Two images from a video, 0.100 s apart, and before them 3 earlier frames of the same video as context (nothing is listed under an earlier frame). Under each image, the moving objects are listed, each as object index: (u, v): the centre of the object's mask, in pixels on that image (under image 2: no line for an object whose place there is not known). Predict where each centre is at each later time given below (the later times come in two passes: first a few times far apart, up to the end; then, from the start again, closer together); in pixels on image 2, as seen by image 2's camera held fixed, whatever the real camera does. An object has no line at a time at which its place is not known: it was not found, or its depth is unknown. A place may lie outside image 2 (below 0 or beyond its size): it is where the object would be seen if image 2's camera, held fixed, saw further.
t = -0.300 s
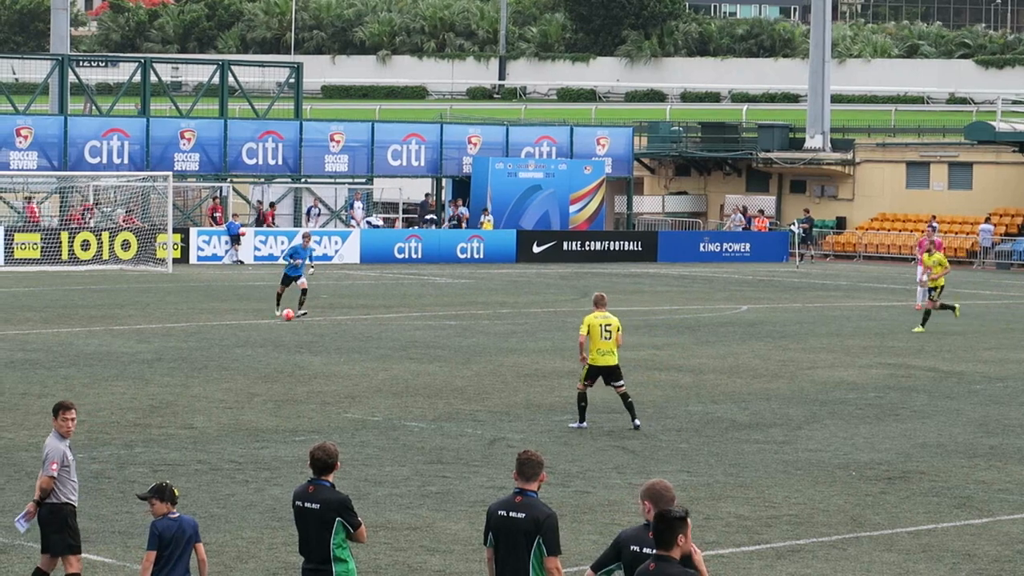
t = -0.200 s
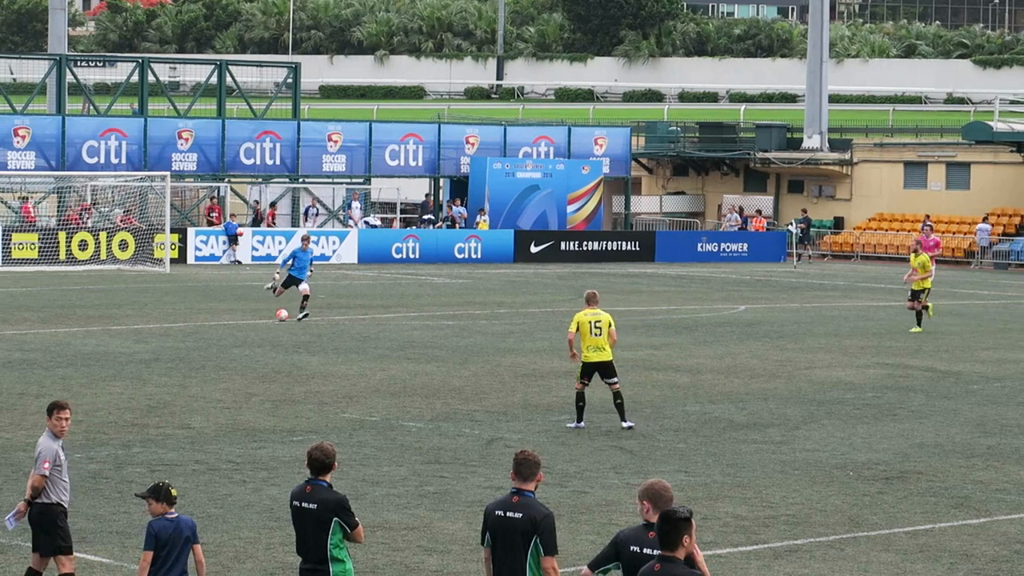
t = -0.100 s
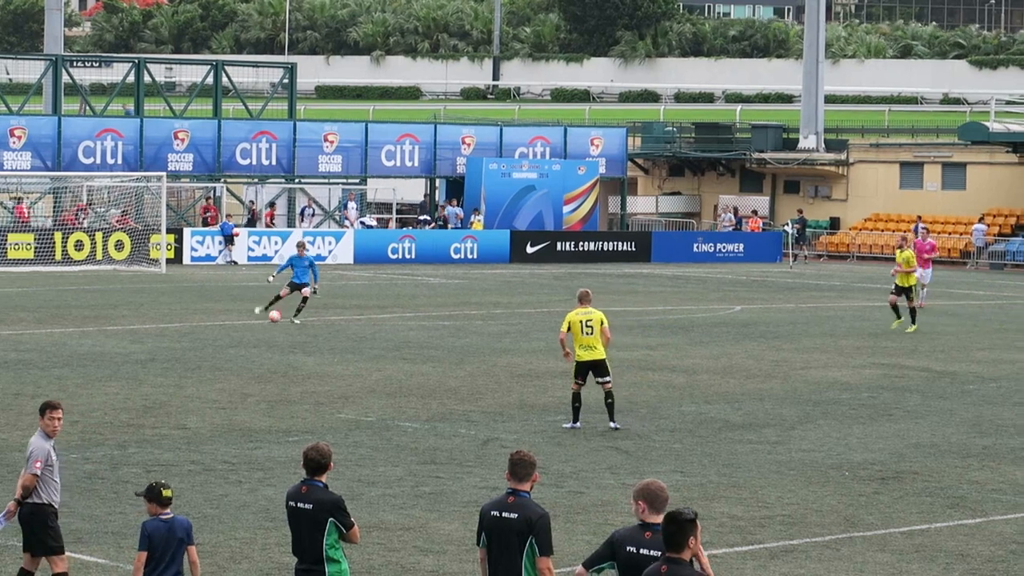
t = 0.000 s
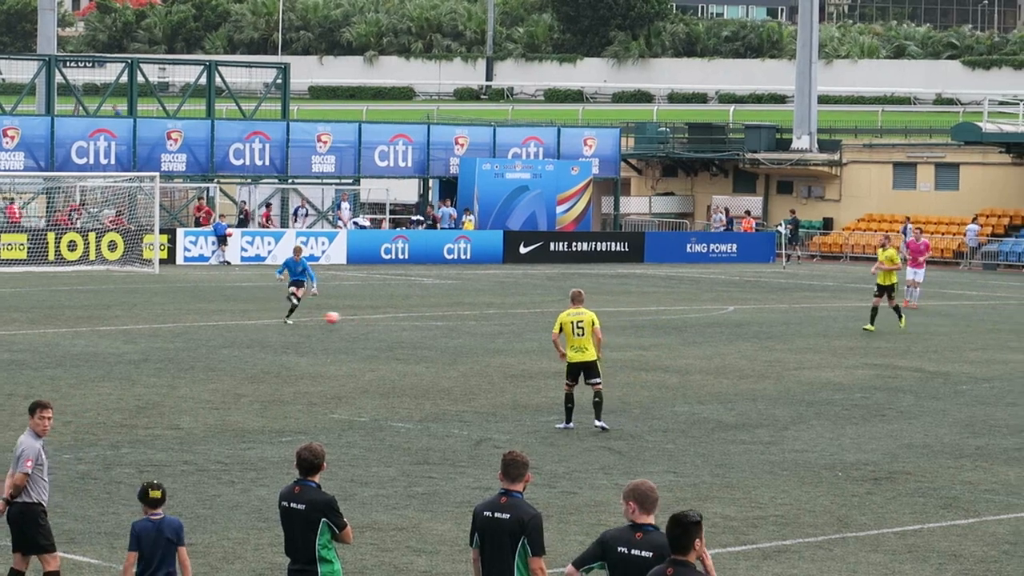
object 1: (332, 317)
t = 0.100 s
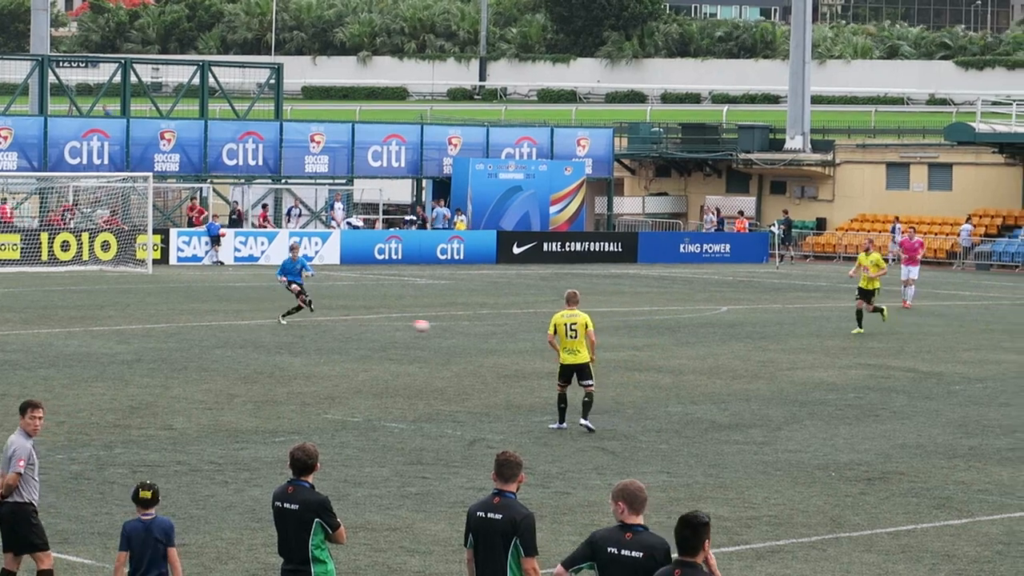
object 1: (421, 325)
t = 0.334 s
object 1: (646, 349)
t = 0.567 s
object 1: (862, 360)
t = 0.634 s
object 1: (924, 370)
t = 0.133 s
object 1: (454, 330)
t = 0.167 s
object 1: (488, 336)
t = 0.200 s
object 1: (519, 336)
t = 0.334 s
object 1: (646, 349)
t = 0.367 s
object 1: (679, 355)
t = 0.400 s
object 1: (709, 354)
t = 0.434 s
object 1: (739, 353)
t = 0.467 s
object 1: (769, 354)
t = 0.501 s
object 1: (800, 355)
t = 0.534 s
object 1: (831, 357)
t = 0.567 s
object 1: (862, 360)
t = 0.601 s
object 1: (893, 364)
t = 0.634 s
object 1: (924, 370)
